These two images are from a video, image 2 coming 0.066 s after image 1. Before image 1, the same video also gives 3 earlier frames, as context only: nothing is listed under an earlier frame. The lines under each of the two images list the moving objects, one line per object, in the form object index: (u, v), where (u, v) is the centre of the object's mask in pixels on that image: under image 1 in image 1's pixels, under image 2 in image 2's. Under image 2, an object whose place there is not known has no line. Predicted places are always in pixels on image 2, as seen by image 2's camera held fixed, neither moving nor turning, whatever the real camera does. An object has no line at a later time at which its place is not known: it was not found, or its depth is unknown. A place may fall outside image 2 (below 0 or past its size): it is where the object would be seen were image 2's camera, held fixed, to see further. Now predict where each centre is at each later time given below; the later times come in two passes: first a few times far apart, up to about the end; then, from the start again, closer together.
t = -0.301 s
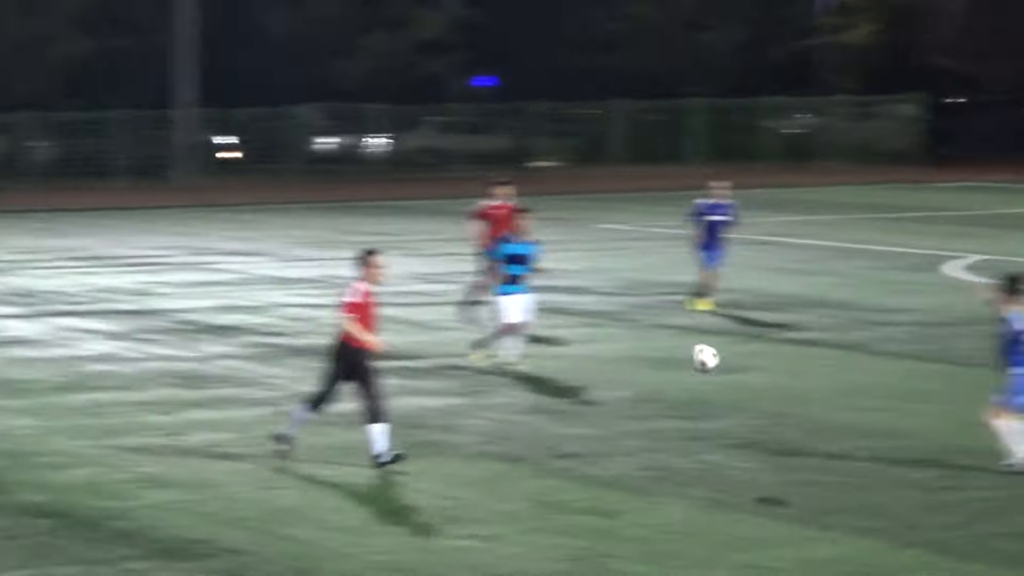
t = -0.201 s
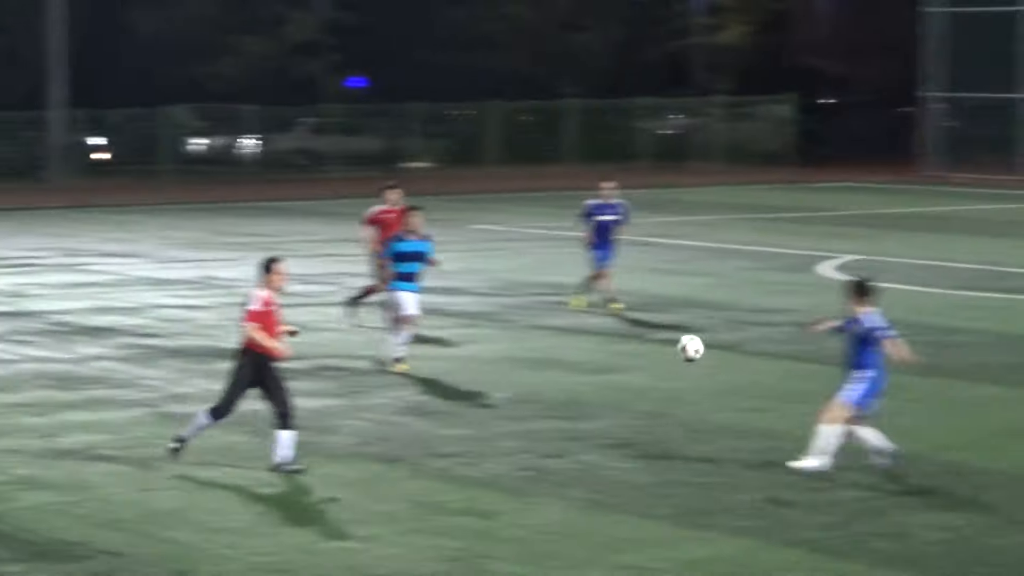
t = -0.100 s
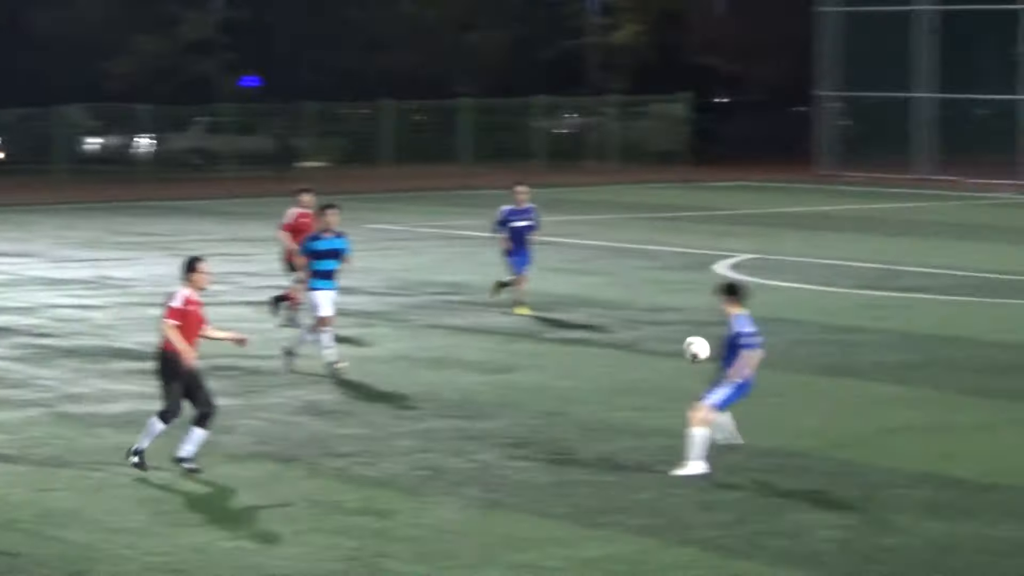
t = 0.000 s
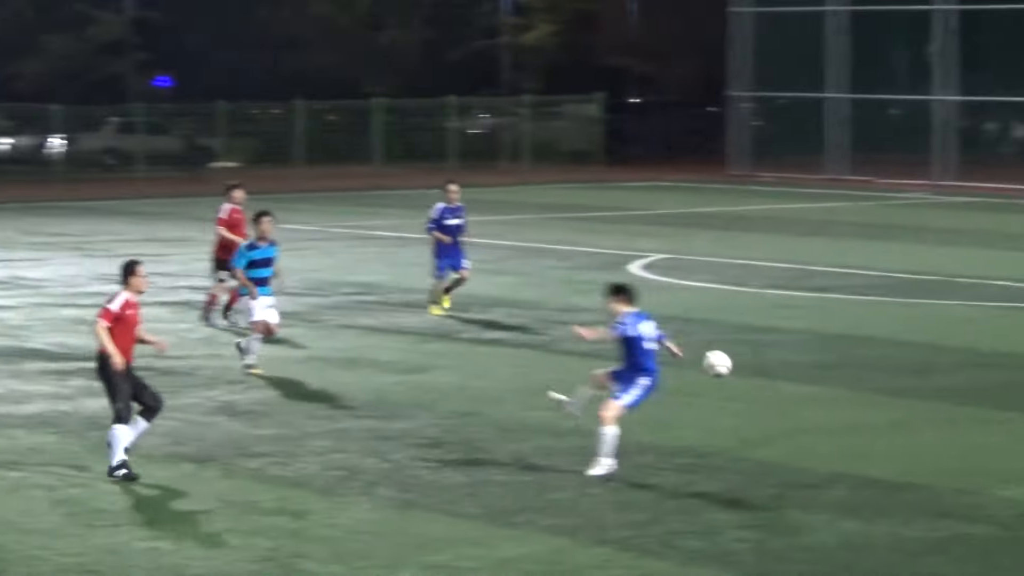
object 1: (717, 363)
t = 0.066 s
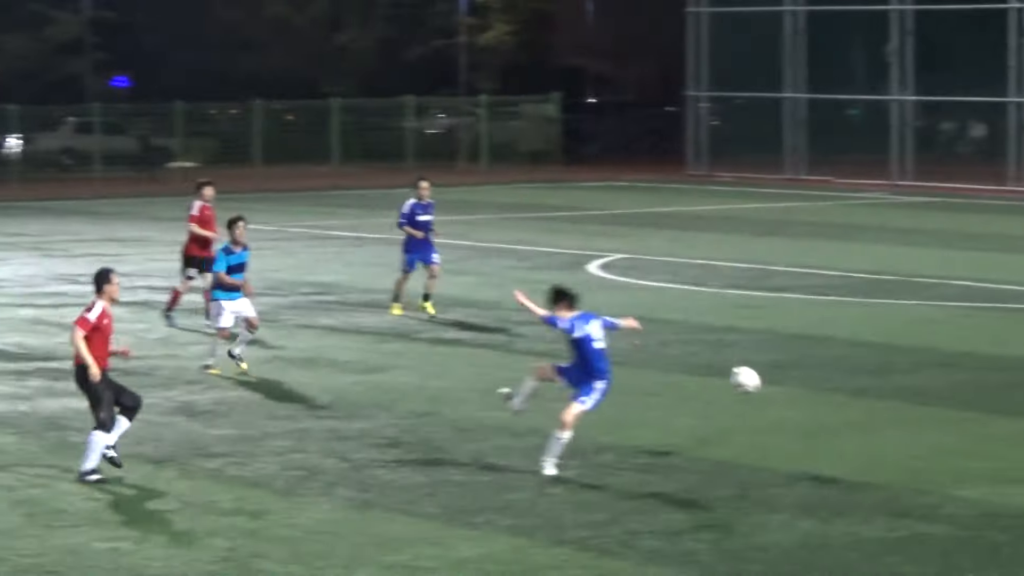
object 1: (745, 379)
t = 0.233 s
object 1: (914, 439)
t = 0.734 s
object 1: (1261, 382)
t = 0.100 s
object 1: (779, 389)
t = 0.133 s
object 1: (814, 402)
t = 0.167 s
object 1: (849, 414)
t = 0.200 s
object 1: (883, 429)
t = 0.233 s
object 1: (914, 439)
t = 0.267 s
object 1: (940, 424)
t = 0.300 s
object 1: (965, 412)
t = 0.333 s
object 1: (988, 401)
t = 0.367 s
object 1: (1011, 391)
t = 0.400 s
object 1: (1035, 383)
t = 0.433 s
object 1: (1057, 377)
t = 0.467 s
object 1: (1082, 372)
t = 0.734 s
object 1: (1261, 382)
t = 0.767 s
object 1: (1282, 391)
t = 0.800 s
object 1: (1302, 400)
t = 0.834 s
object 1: (1322, 409)
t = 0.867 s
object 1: (1343, 422)
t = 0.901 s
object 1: (1364, 436)
